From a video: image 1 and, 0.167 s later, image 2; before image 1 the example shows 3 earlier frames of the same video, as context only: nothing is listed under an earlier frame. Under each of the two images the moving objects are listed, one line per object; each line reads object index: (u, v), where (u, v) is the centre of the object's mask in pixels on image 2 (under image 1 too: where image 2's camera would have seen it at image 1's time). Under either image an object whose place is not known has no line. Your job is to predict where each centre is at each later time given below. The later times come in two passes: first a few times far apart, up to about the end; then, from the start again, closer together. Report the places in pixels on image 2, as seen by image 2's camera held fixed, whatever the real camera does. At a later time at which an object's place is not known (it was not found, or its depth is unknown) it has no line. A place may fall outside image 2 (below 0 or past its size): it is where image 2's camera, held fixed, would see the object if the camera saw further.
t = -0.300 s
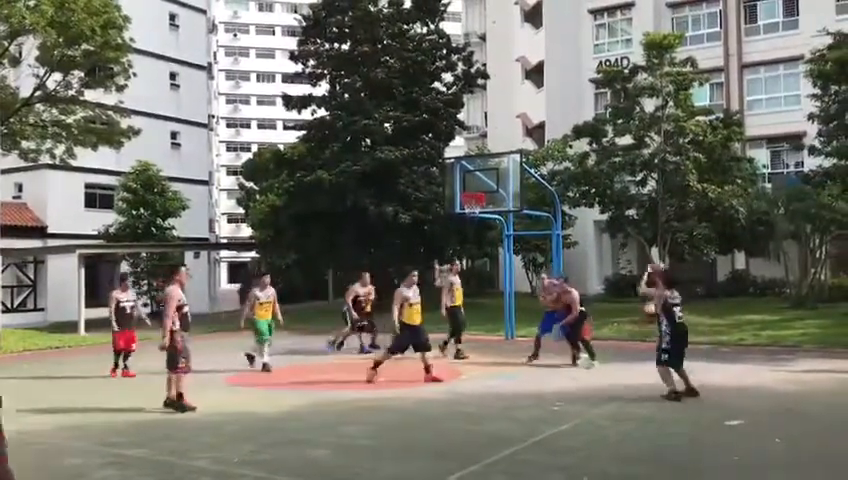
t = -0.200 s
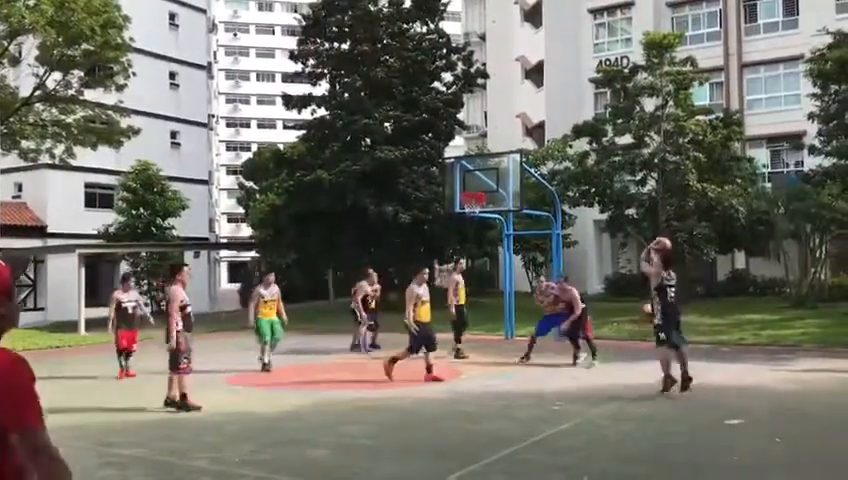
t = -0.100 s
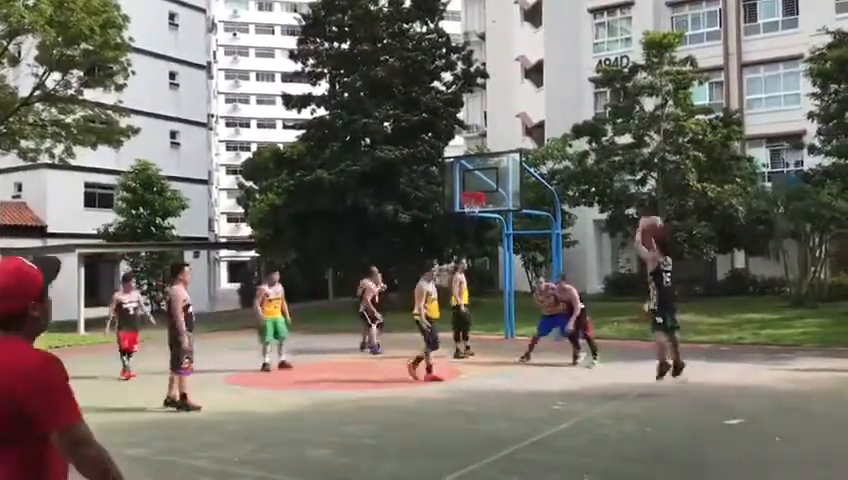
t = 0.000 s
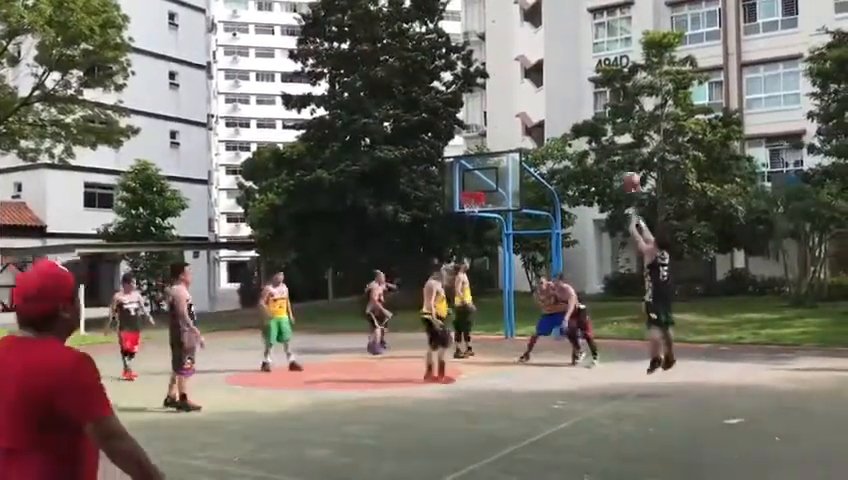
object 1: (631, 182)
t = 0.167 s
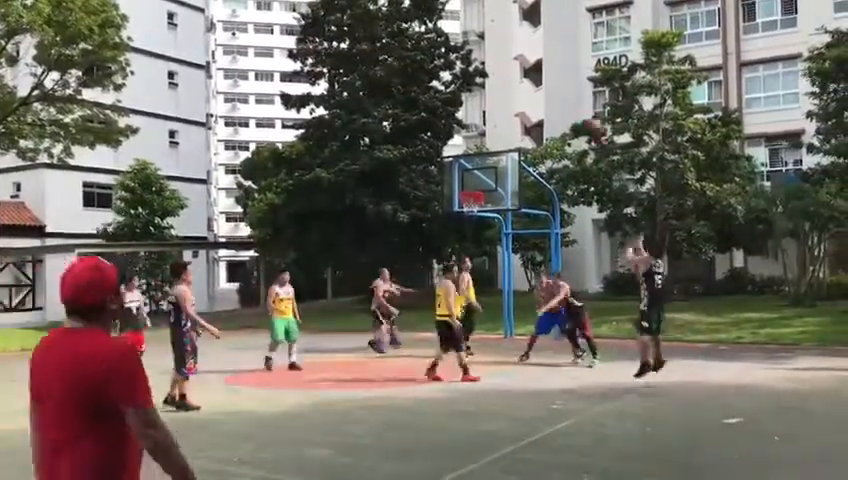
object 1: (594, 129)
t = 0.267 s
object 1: (575, 108)
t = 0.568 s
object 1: (529, 92)
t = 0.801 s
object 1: (501, 116)
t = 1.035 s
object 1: (481, 160)
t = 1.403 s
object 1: (469, 245)
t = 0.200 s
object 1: (587, 118)
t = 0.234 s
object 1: (579, 113)
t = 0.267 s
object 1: (575, 108)
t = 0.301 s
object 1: (569, 103)
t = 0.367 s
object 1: (558, 96)
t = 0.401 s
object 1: (553, 94)
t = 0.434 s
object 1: (547, 92)
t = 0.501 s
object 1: (538, 91)
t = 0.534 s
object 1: (534, 91)
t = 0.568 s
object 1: (529, 92)
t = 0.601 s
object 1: (525, 93)
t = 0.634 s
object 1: (521, 95)
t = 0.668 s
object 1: (516, 99)
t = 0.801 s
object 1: (501, 116)
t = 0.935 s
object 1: (488, 141)
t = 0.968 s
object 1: (485, 147)
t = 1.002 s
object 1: (483, 152)
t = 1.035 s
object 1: (481, 160)
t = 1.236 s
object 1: (470, 211)
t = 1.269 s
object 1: (467, 220)
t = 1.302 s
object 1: (469, 224)
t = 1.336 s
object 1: (469, 231)
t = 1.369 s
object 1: (469, 237)
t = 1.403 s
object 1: (469, 245)
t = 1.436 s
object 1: (470, 253)
